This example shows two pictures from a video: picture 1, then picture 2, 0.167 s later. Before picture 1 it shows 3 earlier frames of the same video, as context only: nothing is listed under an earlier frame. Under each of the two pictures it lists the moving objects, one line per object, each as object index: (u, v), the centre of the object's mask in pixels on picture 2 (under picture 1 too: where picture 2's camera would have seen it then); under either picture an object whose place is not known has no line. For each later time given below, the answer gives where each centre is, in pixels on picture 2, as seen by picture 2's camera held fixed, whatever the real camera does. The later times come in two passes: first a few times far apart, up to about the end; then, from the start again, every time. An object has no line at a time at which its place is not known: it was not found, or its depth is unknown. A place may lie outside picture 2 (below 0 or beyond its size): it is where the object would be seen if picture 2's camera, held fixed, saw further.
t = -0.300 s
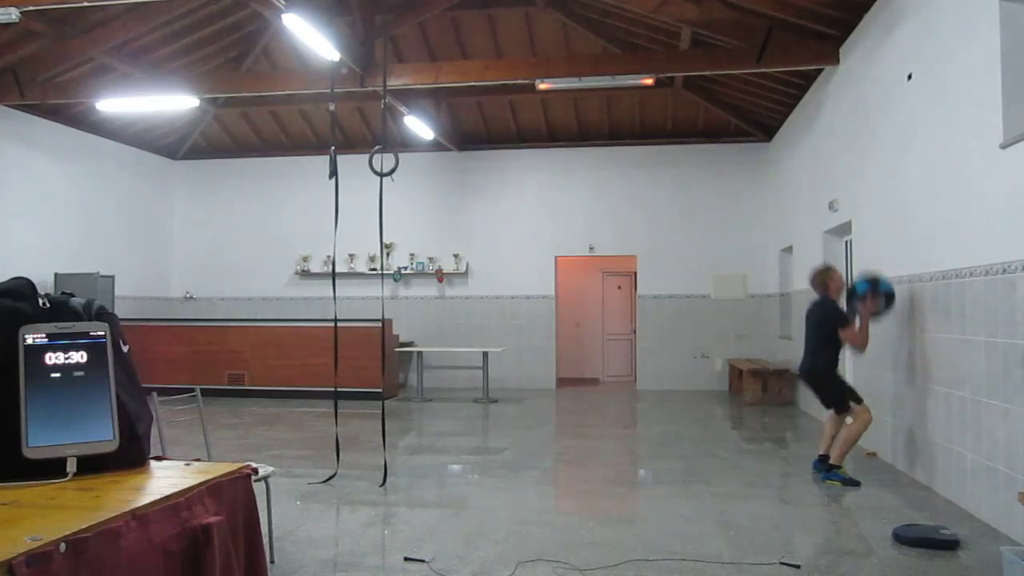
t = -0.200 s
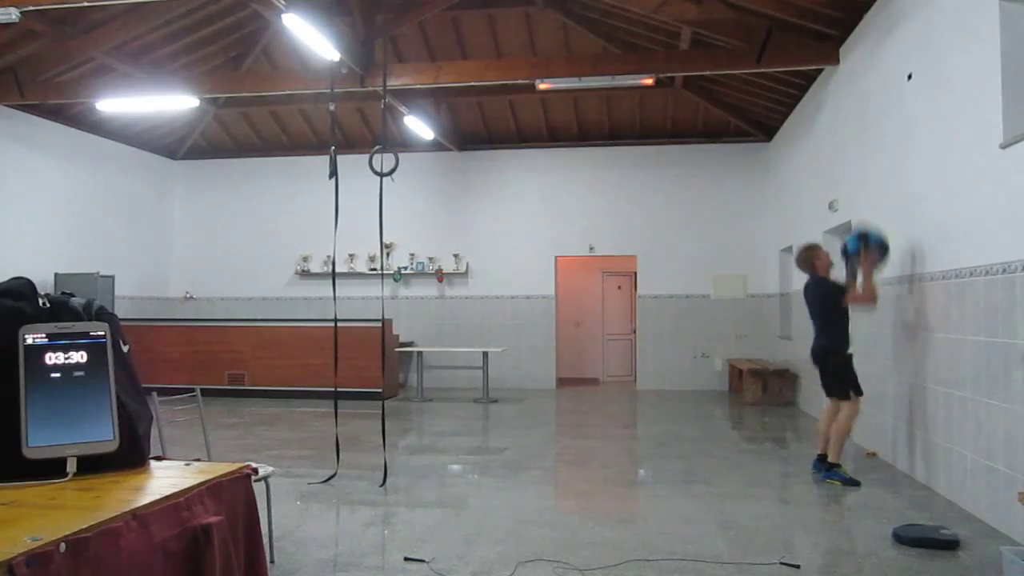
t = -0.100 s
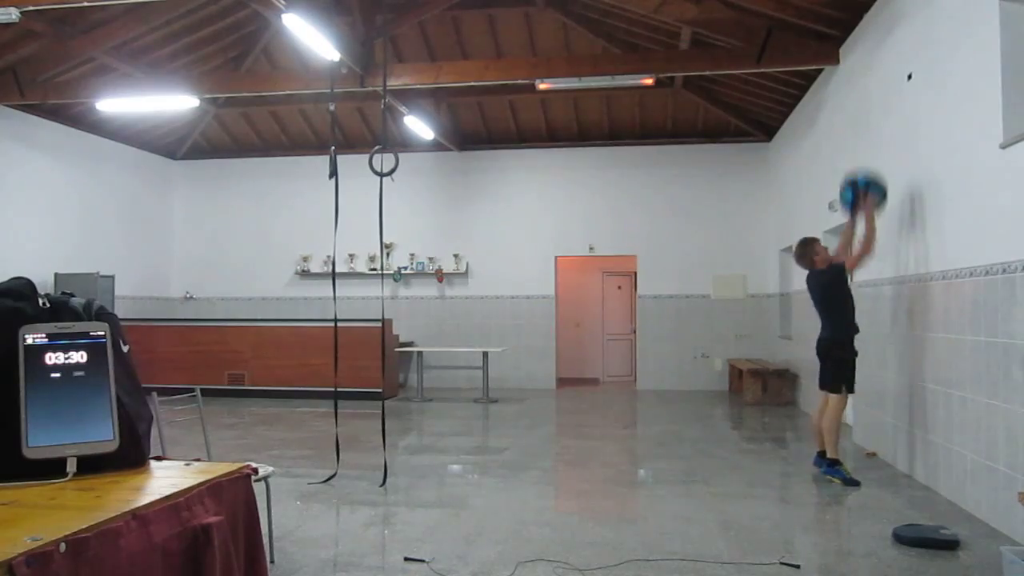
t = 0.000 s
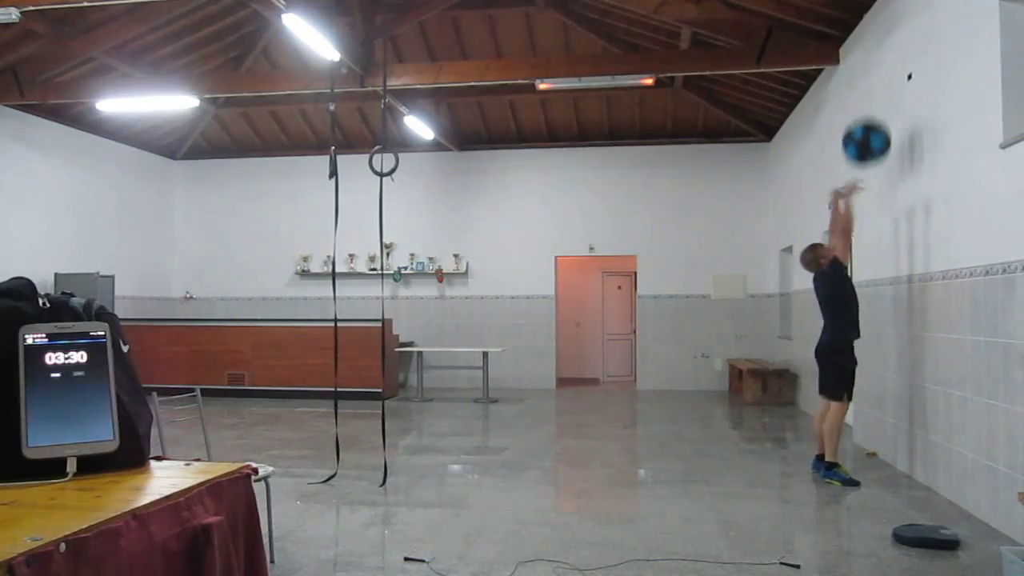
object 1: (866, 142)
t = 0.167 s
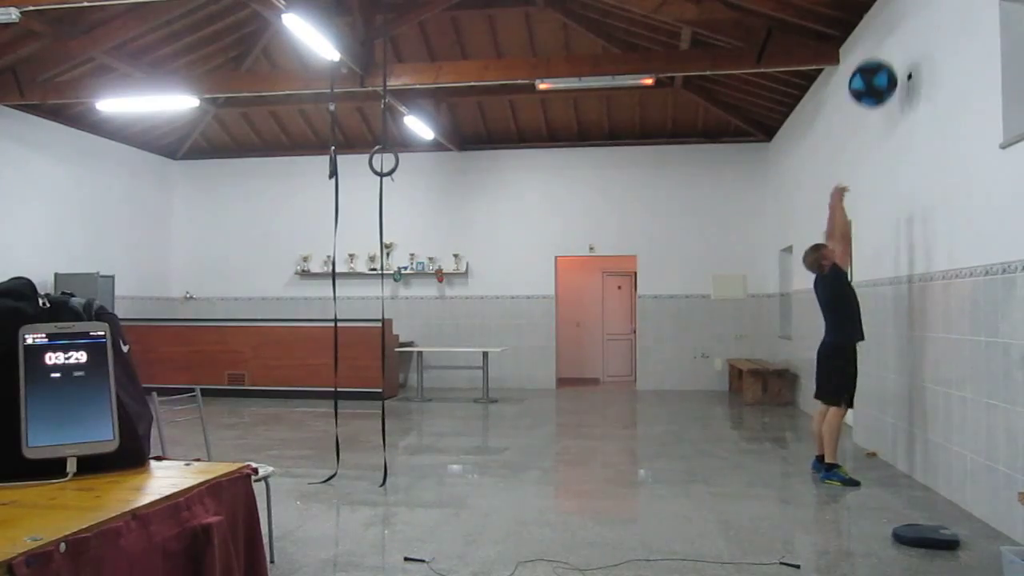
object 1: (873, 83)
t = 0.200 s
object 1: (875, 75)
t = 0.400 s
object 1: (887, 59)
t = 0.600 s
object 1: (890, 90)
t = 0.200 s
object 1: (875, 75)
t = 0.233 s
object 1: (882, 68)
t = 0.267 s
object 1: (883, 64)
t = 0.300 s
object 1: (884, 61)
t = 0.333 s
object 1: (885, 59)
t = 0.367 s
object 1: (886, 58)
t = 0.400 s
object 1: (887, 59)
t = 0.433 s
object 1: (887, 61)
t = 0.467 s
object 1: (888, 64)
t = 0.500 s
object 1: (889, 69)
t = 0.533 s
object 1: (890, 74)
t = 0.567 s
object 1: (891, 81)
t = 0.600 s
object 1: (890, 90)
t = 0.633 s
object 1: (890, 98)
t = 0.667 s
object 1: (889, 110)
